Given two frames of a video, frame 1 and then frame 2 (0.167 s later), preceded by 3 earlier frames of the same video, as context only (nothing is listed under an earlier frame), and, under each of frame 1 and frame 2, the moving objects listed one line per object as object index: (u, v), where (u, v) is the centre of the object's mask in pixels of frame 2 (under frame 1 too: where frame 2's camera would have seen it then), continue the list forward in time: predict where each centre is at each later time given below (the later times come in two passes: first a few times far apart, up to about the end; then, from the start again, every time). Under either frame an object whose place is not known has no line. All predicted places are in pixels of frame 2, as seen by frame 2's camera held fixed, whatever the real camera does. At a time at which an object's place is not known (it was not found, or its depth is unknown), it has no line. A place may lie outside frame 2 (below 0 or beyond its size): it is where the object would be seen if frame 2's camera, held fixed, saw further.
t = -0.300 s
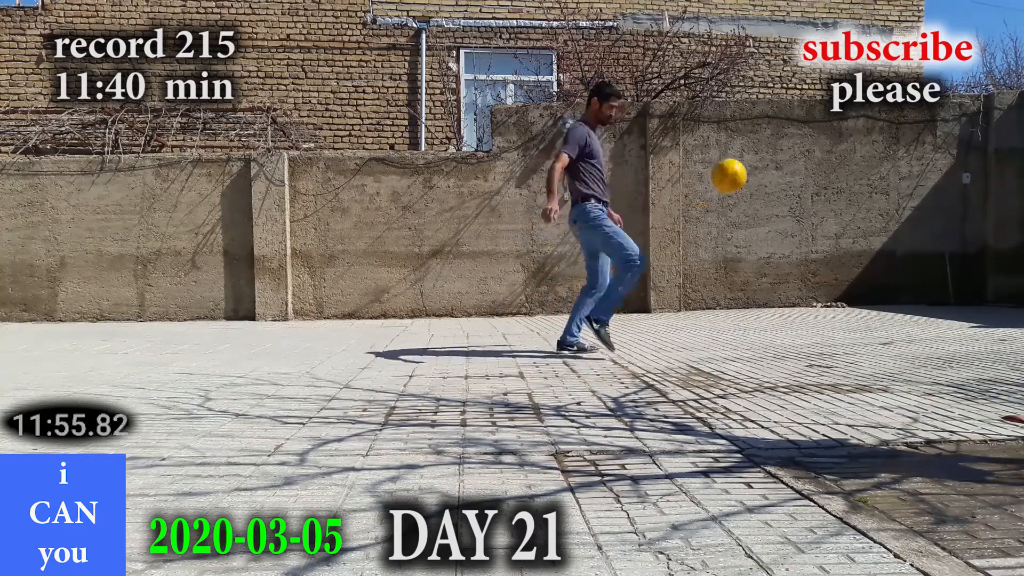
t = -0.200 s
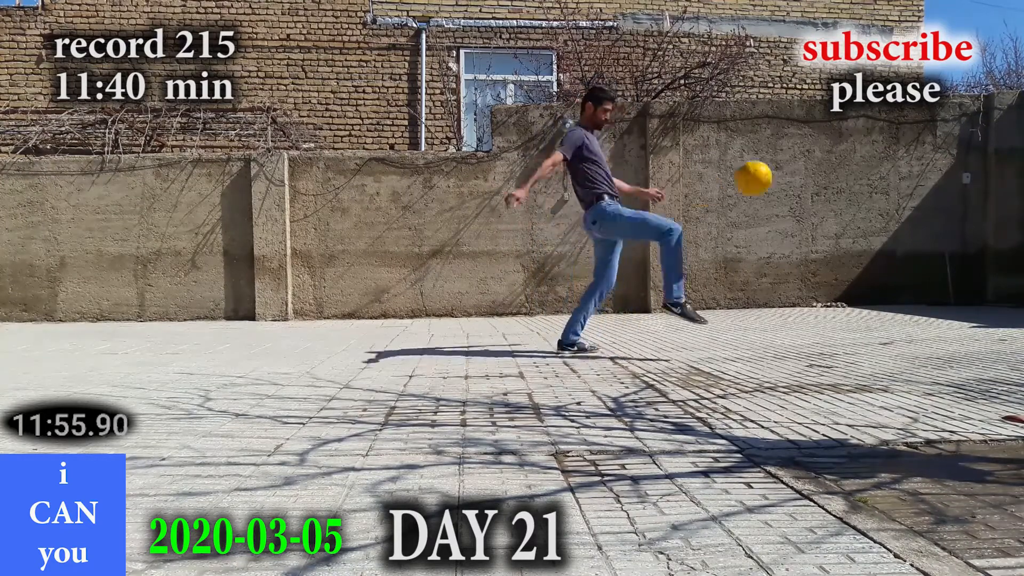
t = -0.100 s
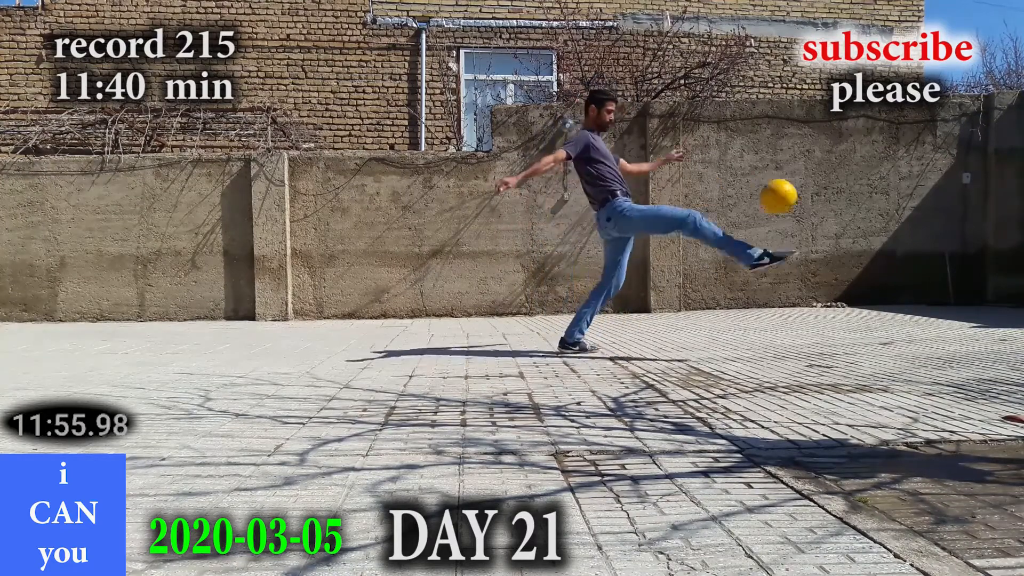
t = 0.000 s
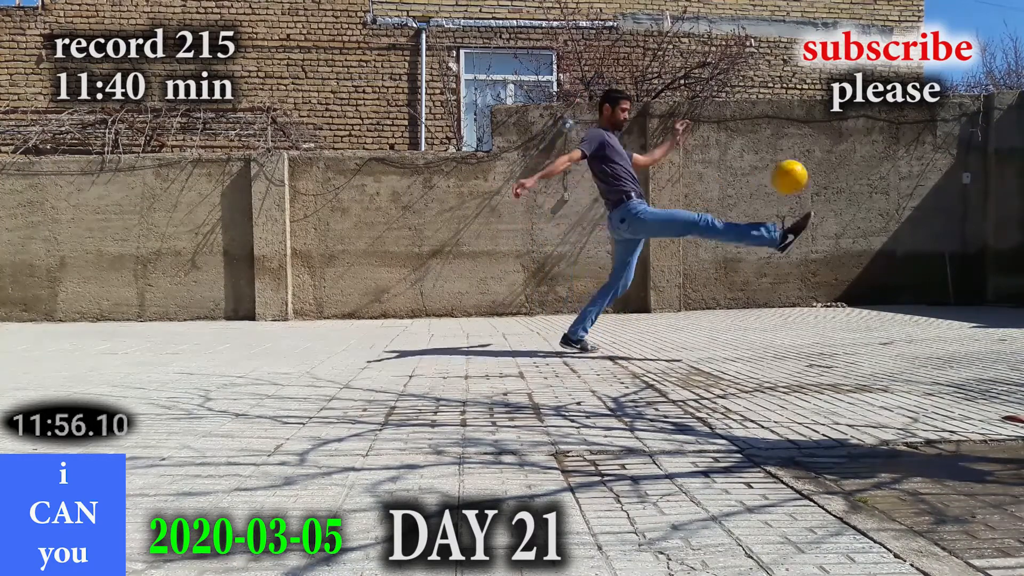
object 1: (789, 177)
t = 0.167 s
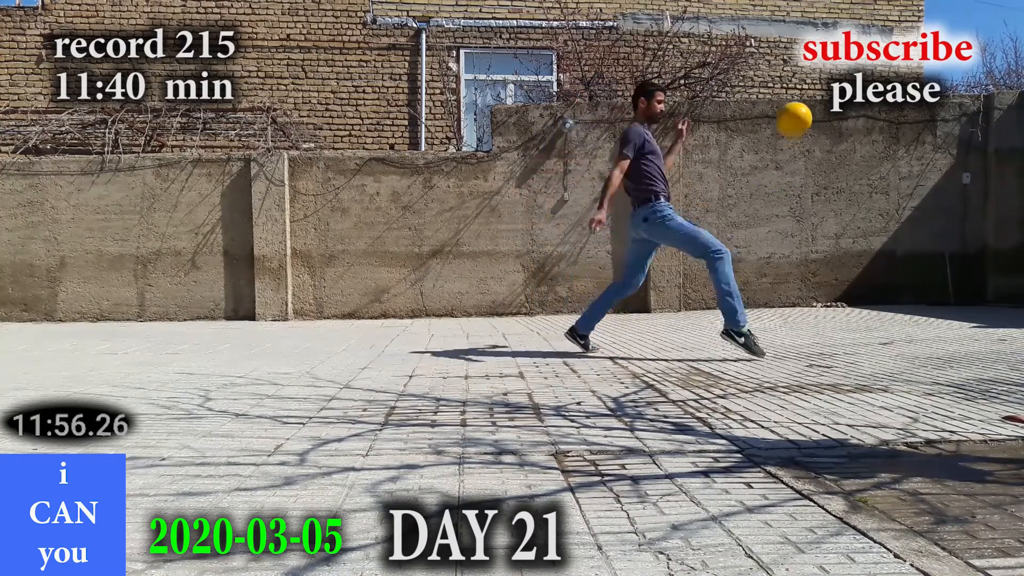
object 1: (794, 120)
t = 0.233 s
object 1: (796, 108)
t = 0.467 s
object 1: (801, 124)
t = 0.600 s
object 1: (804, 175)
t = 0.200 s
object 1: (795, 113)
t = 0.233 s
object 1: (796, 108)
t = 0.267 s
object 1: (796, 105)
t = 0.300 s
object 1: (797, 104)
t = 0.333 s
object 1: (798, 104)
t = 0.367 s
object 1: (799, 106)
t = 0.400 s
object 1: (799, 110)
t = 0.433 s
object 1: (800, 116)
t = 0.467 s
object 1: (801, 124)
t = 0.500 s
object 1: (801, 135)
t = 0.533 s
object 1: (802, 146)
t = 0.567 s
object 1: (803, 160)
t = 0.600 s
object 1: (804, 175)
